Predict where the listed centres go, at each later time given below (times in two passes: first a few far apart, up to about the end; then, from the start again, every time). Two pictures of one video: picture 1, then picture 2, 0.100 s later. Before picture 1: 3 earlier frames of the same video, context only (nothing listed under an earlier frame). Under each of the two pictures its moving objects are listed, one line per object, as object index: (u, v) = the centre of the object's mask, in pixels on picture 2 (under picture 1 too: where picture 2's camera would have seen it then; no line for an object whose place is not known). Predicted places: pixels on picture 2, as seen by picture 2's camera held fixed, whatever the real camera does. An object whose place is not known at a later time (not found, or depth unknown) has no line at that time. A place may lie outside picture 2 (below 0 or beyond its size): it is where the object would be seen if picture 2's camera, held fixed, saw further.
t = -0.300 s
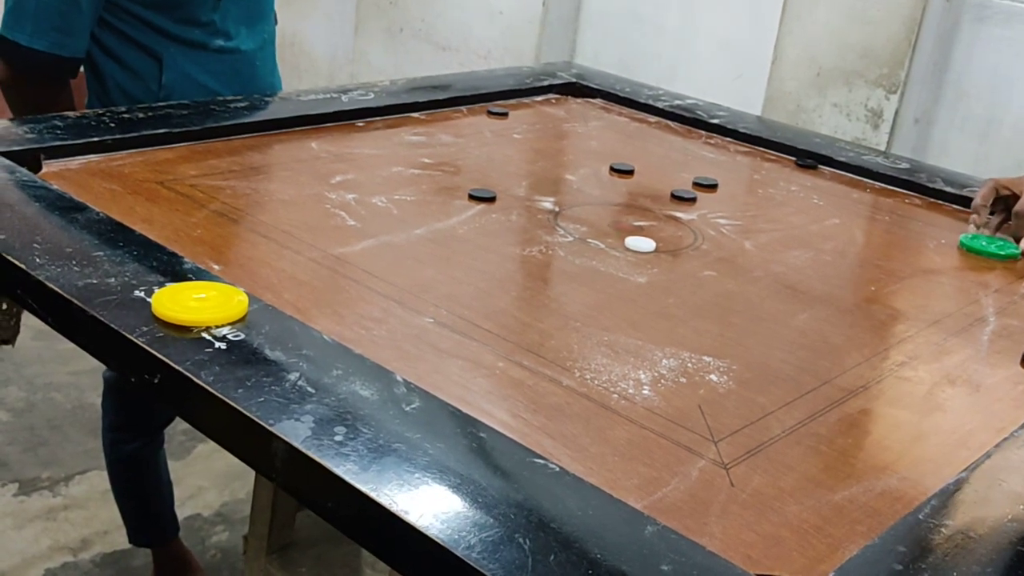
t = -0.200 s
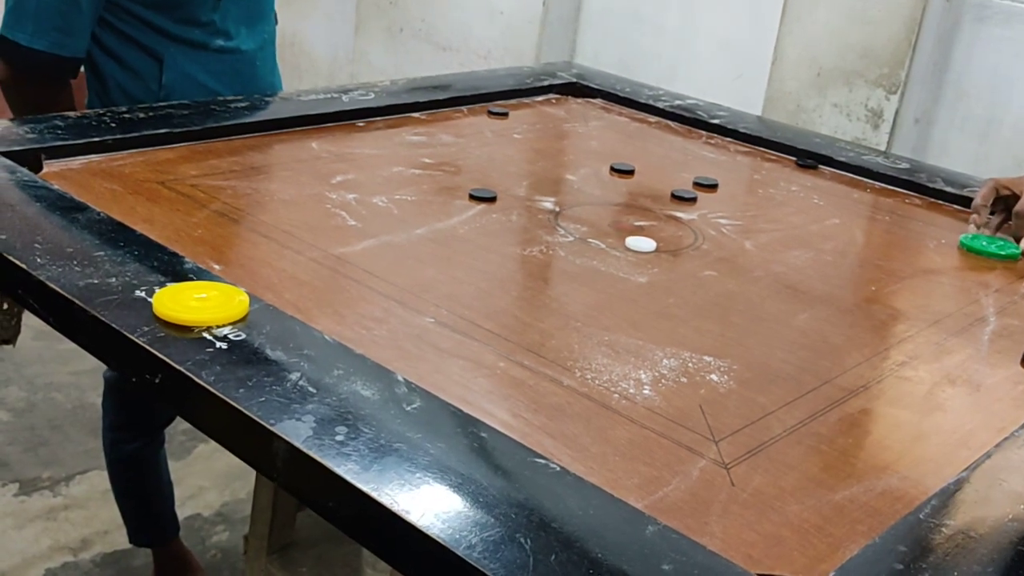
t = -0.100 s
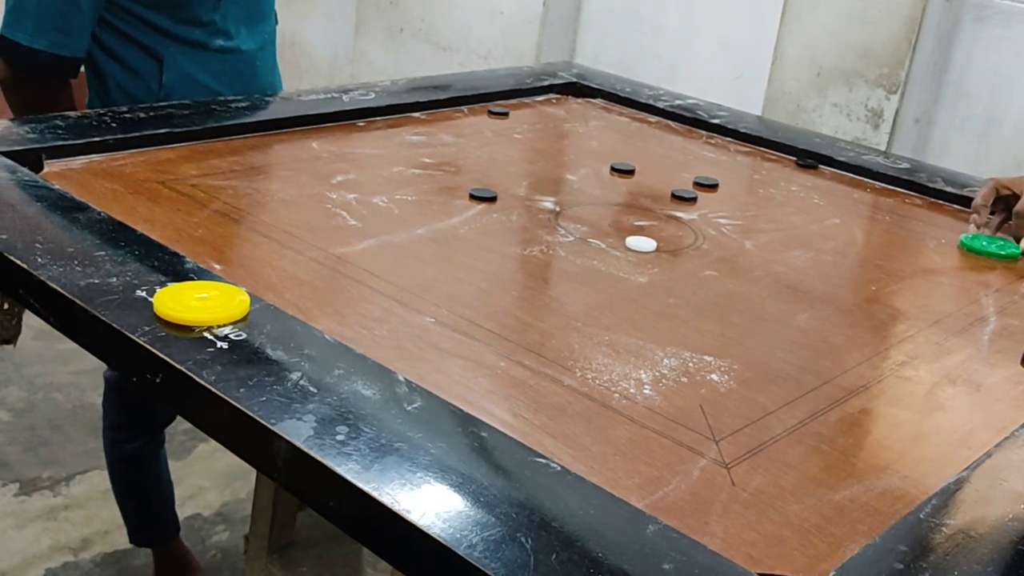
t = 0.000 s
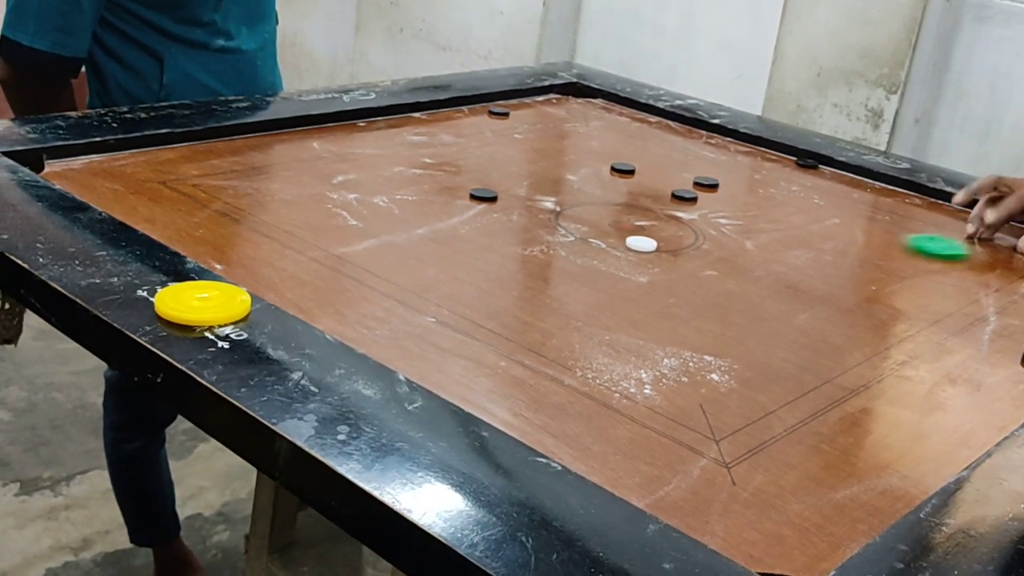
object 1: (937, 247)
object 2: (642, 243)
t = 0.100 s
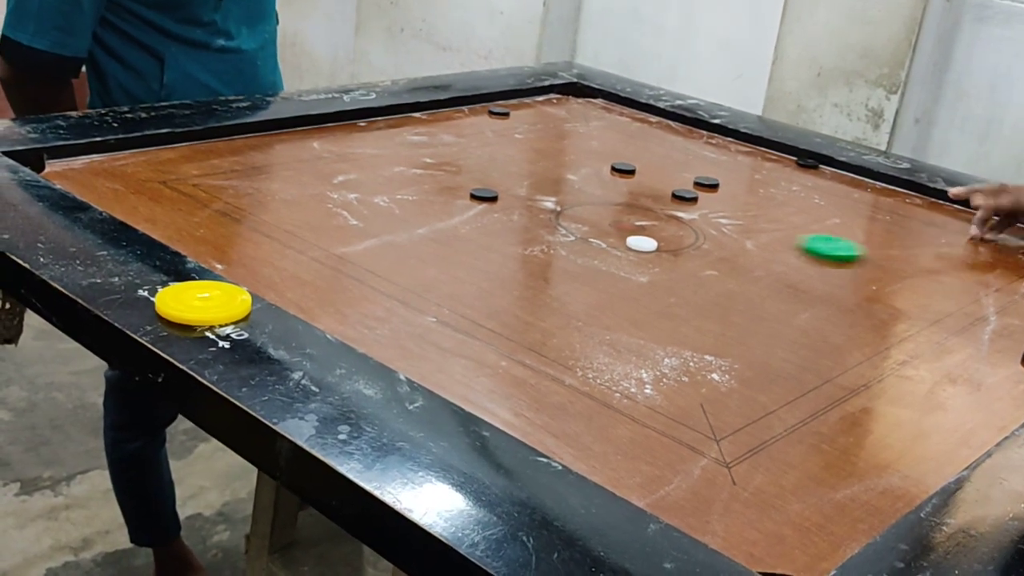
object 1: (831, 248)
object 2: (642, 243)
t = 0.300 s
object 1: (652, 251)
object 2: (557, 234)
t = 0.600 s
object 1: (517, 258)
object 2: (184, 191)
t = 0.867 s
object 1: (465, 259)
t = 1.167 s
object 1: (463, 259)
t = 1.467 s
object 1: (463, 259)
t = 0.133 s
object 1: (796, 248)
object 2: (642, 244)
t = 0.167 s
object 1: (764, 249)
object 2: (642, 243)
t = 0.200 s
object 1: (730, 249)
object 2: (642, 243)
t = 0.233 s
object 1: (698, 249)
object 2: (642, 244)
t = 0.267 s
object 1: (674, 250)
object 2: (607, 240)
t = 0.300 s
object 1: (652, 251)
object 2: (557, 234)
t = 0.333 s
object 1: (632, 252)
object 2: (510, 228)
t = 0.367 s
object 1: (614, 253)
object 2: (467, 223)
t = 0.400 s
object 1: (597, 254)
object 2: (422, 218)
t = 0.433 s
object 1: (581, 255)
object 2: (378, 213)
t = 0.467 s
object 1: (566, 255)
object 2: (337, 208)
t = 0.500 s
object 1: (552, 256)
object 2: (297, 204)
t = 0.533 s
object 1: (539, 257)
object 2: (257, 199)
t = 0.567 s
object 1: (528, 257)
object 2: (219, 195)
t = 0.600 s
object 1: (517, 258)
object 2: (184, 191)
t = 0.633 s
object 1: (507, 258)
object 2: (147, 187)
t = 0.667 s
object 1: (498, 258)
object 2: (113, 182)
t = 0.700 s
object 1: (490, 259)
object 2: (81, 179)
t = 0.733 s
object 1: (483, 259)
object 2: (54, 175)
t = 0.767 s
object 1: (477, 259)
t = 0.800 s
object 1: (472, 259)
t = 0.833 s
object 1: (468, 259)
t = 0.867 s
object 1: (465, 259)
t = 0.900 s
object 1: (464, 259)
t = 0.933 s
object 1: (463, 259)
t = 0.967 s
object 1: (463, 259)
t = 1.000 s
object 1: (463, 259)
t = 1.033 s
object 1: (463, 259)
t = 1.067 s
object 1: (463, 259)
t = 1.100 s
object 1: (463, 259)
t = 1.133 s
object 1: (463, 259)
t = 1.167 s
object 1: (463, 259)
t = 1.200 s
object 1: (463, 259)
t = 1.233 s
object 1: (463, 259)
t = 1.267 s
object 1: (463, 259)
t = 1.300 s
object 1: (463, 259)
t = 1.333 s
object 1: (463, 259)
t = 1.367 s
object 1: (463, 259)
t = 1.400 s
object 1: (463, 259)
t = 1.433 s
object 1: (463, 259)
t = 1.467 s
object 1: (463, 259)
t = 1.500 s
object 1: (463, 259)
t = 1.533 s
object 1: (463, 259)
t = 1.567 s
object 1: (463, 259)
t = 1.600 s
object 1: (463, 259)
